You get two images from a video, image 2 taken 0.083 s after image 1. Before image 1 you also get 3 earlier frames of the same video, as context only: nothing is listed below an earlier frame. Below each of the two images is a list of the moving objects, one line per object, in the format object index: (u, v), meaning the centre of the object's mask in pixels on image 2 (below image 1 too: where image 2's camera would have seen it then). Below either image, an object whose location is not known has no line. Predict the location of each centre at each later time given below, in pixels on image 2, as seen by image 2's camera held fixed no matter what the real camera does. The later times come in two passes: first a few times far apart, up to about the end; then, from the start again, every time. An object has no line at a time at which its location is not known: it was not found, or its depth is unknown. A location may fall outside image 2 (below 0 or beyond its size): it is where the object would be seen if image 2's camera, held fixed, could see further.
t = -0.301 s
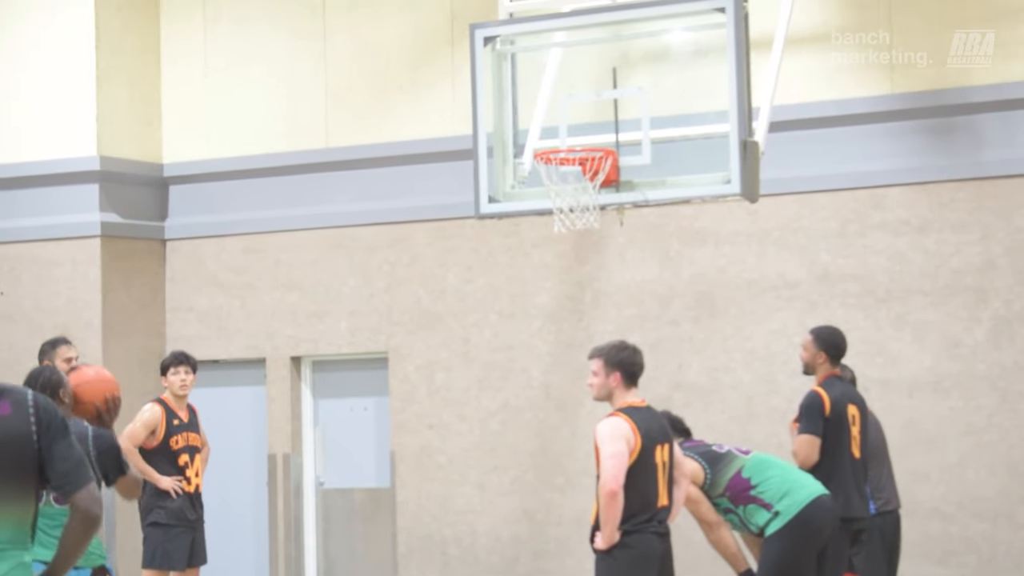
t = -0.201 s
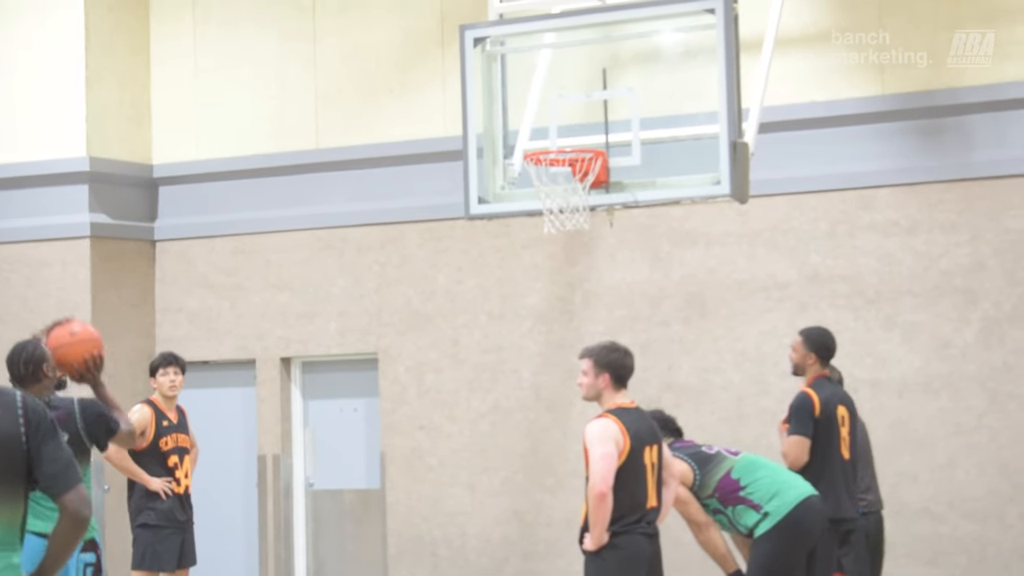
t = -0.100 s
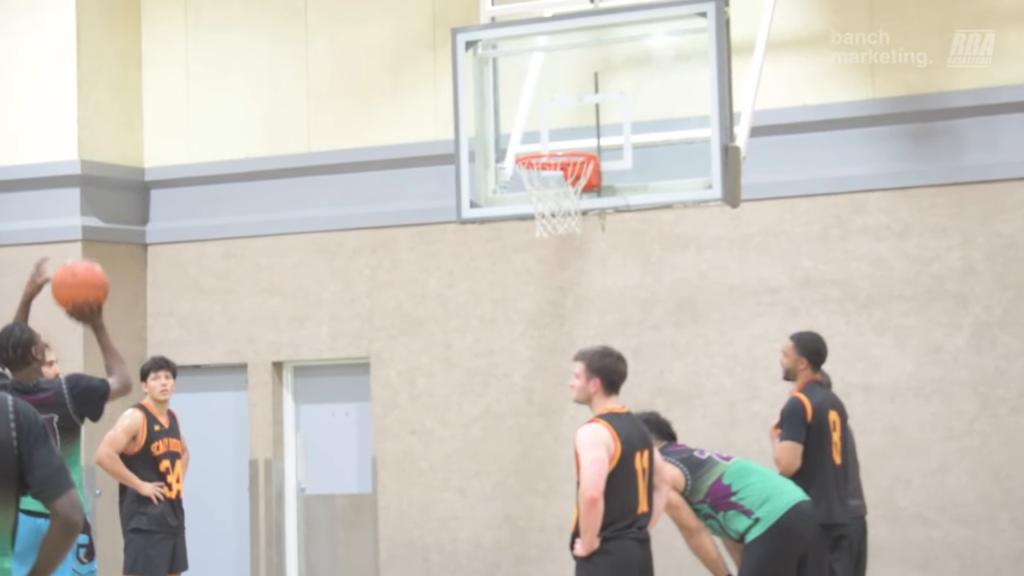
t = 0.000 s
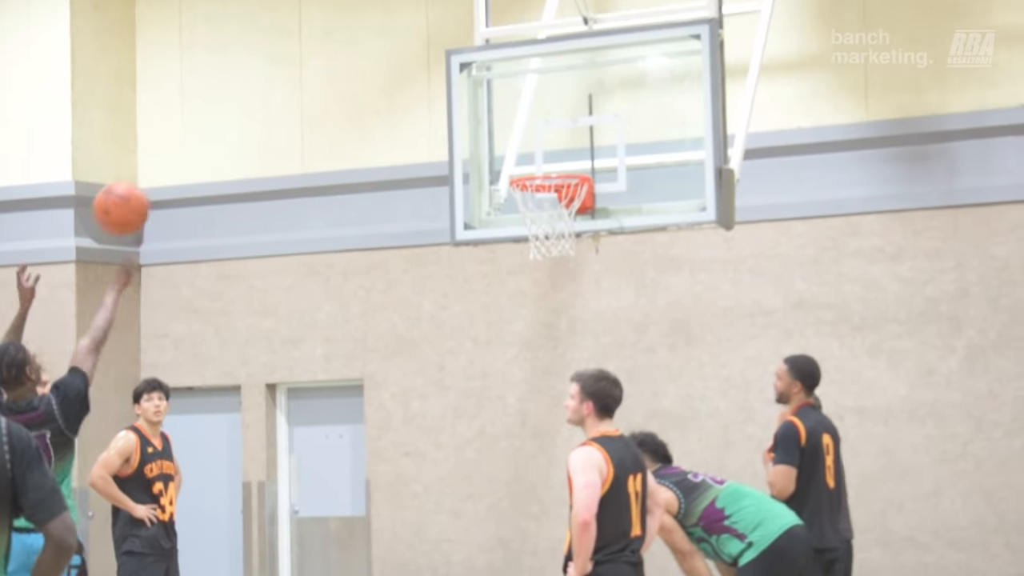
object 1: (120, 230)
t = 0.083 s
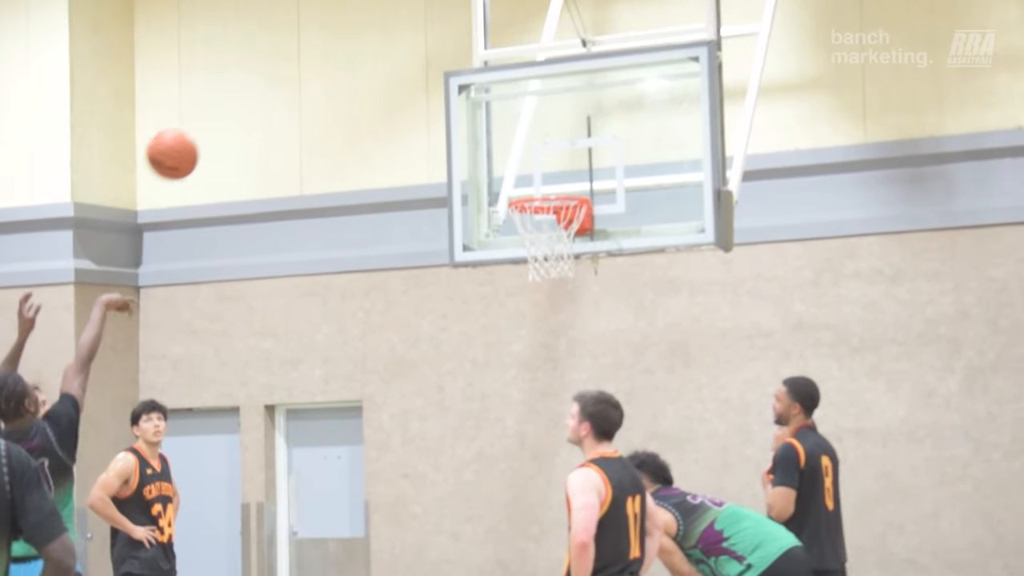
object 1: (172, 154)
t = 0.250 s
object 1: (266, 59)
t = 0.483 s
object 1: (381, 27)
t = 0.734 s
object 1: (488, 101)
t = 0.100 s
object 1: (182, 141)
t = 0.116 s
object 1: (192, 129)
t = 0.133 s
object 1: (201, 118)
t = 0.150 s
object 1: (211, 108)
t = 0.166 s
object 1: (221, 98)
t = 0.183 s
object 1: (229, 89)
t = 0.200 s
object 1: (238, 81)
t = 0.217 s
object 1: (248, 72)
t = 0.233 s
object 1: (257, 65)
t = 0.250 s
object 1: (266, 59)
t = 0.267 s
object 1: (275, 53)
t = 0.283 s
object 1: (283, 47)
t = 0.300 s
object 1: (292, 43)
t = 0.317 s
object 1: (300, 39)
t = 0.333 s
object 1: (308, 35)
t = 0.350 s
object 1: (317, 32)
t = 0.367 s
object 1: (325, 29)
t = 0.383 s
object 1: (333, 27)
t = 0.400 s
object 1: (341, 26)
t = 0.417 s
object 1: (350, 25)
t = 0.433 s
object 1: (357, 25)
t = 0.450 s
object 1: (366, 25)
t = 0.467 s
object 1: (373, 26)
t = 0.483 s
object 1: (381, 27)
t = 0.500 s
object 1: (389, 29)
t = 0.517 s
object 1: (397, 31)
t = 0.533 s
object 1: (404, 34)
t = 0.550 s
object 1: (412, 37)
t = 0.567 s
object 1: (419, 41)
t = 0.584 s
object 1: (425, 45)
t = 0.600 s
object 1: (433, 49)
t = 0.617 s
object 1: (440, 54)
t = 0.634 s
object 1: (447, 59)
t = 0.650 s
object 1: (454, 65)
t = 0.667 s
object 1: (461, 72)
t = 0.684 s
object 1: (468, 78)
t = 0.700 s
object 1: (475, 86)
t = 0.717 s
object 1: (481, 93)
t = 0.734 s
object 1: (488, 101)
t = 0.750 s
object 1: (495, 110)
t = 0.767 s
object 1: (501, 119)
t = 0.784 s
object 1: (508, 128)
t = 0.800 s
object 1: (515, 138)
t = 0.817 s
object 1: (522, 148)
